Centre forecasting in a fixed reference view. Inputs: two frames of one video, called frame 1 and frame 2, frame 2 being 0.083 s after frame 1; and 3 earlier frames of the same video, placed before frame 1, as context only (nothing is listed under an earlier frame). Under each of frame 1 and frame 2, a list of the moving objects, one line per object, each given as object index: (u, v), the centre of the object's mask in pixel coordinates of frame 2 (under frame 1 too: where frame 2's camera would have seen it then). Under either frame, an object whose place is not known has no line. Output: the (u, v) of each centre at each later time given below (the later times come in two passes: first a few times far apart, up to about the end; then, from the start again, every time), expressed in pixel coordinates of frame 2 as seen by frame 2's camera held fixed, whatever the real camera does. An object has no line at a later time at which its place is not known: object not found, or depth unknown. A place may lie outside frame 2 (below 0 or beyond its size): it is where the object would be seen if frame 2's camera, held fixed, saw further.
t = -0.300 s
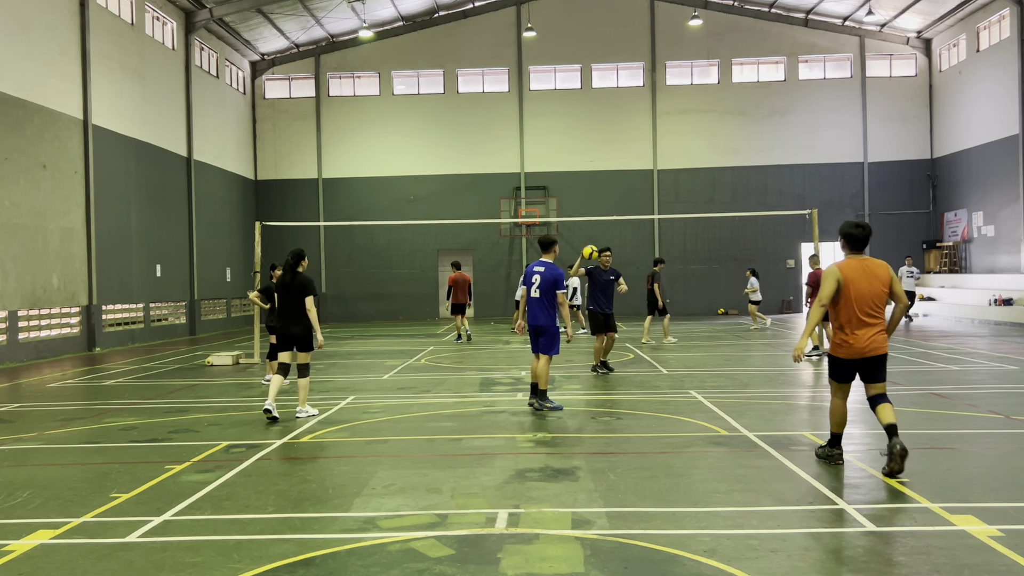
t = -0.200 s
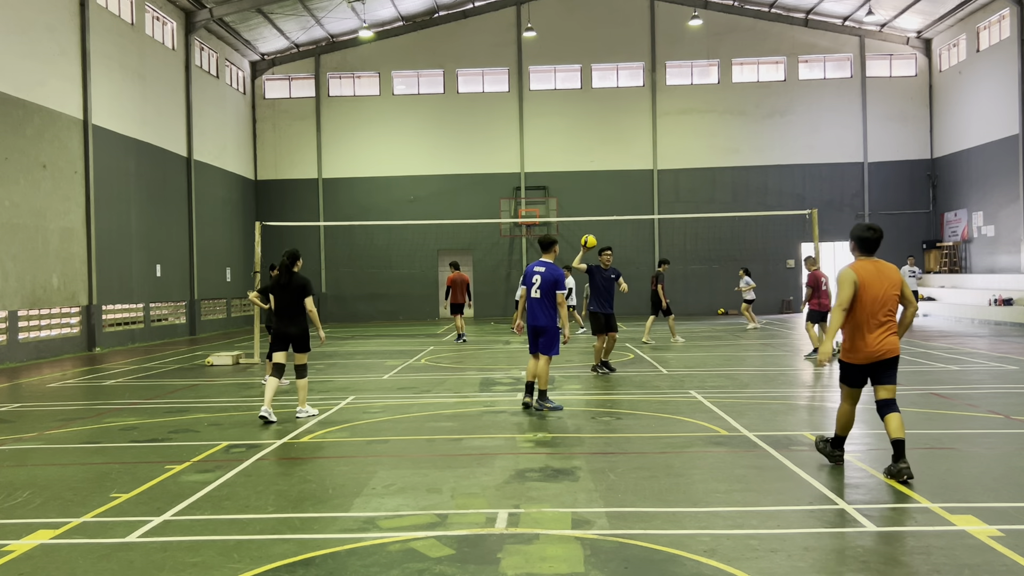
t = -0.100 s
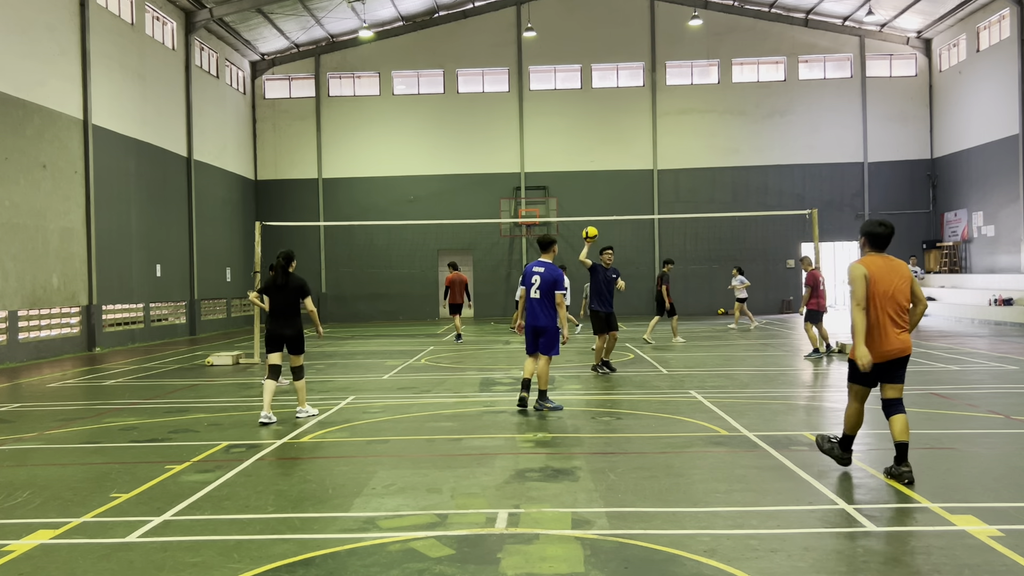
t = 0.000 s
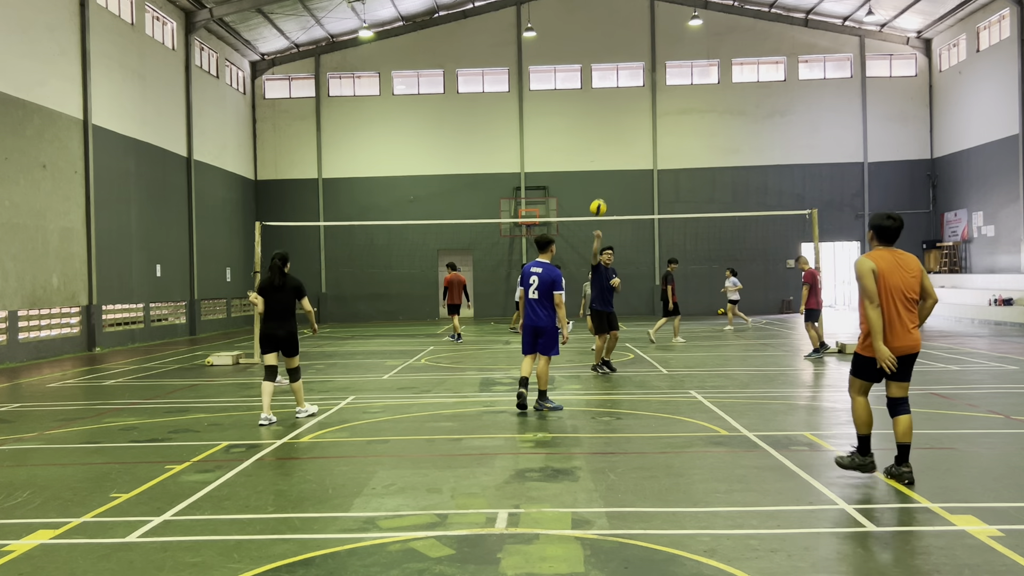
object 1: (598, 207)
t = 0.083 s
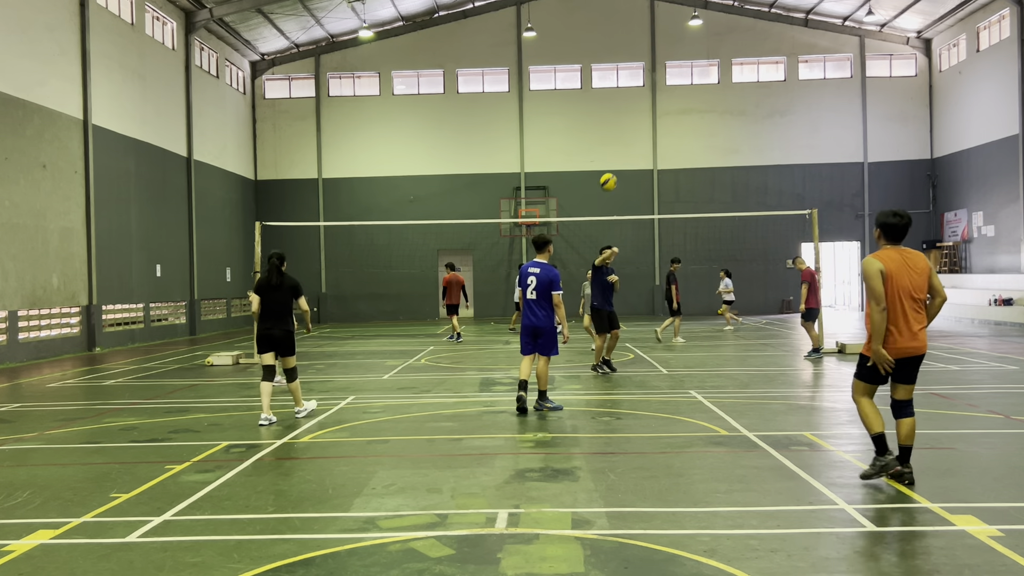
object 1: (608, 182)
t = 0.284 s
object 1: (638, 134)
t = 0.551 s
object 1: (694, 112)
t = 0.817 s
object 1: (781, 172)
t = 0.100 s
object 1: (610, 178)
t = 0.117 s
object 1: (612, 173)
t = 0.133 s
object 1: (615, 169)
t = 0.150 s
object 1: (617, 164)
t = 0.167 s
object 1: (620, 160)
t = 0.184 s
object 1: (622, 156)
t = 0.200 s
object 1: (625, 152)
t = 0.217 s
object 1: (627, 147)
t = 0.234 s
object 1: (630, 144)
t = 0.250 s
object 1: (633, 141)
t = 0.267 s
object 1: (636, 137)
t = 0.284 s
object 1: (638, 134)
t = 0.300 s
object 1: (641, 131)
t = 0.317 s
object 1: (644, 128)
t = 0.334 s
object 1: (647, 126)
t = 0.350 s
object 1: (650, 123)
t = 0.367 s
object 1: (653, 121)
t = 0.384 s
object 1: (656, 119)
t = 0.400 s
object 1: (659, 117)
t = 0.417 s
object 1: (663, 115)
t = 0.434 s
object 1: (666, 114)
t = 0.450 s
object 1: (670, 113)
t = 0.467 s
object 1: (674, 112)
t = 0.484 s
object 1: (677, 111)
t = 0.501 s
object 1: (681, 111)
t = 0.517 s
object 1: (686, 111)
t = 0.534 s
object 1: (690, 111)
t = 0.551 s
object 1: (694, 112)
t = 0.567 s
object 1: (698, 113)
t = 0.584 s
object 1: (703, 114)
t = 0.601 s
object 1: (707, 115)
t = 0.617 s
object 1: (712, 117)
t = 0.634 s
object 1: (717, 119)
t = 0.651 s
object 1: (722, 122)
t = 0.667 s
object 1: (727, 125)
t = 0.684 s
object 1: (732, 128)
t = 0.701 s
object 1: (737, 132)
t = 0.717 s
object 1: (743, 136)
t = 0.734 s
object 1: (749, 141)
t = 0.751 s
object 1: (755, 146)
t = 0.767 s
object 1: (761, 152)
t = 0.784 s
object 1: (768, 158)
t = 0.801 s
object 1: (775, 166)
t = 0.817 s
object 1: (781, 172)
